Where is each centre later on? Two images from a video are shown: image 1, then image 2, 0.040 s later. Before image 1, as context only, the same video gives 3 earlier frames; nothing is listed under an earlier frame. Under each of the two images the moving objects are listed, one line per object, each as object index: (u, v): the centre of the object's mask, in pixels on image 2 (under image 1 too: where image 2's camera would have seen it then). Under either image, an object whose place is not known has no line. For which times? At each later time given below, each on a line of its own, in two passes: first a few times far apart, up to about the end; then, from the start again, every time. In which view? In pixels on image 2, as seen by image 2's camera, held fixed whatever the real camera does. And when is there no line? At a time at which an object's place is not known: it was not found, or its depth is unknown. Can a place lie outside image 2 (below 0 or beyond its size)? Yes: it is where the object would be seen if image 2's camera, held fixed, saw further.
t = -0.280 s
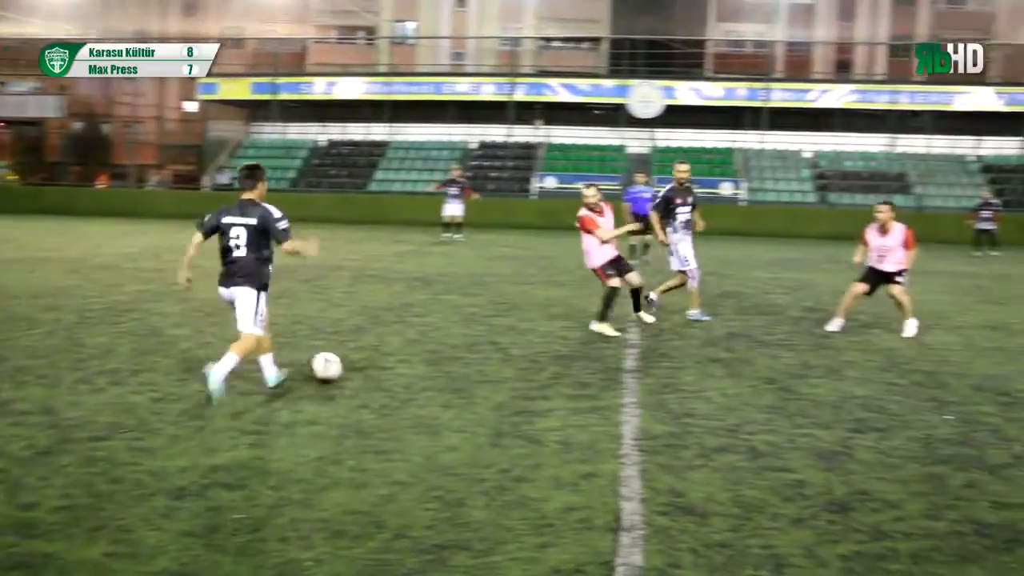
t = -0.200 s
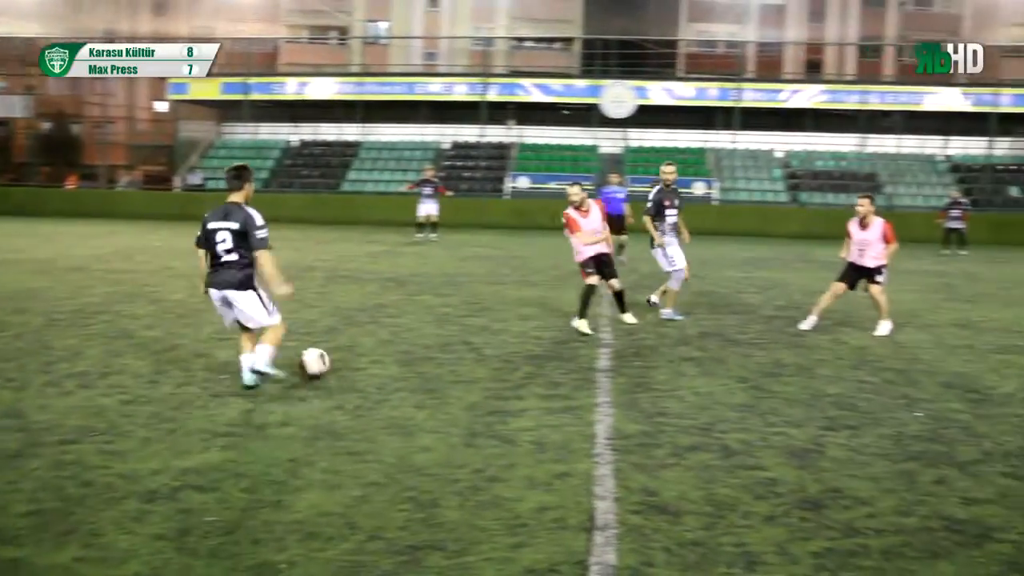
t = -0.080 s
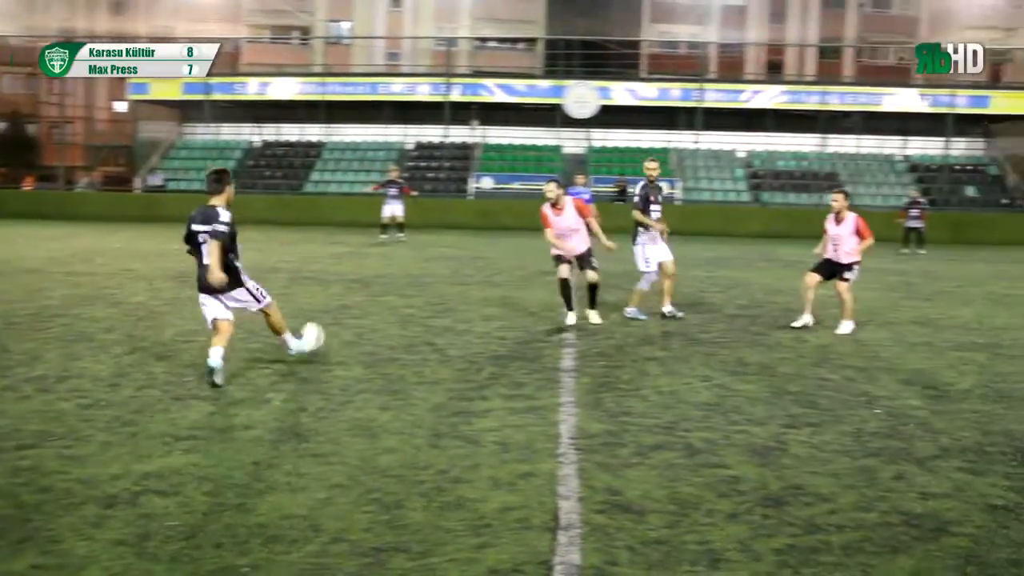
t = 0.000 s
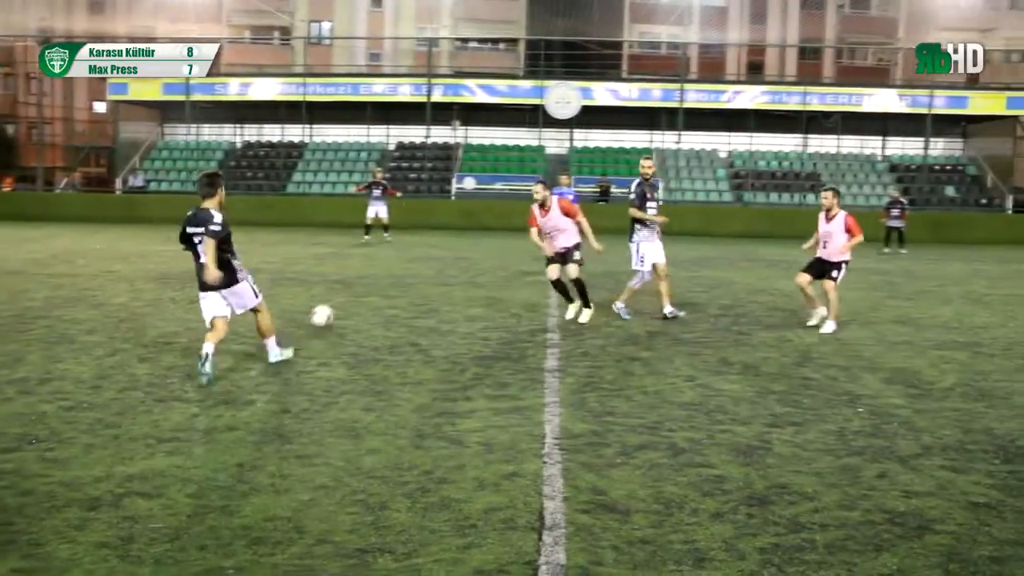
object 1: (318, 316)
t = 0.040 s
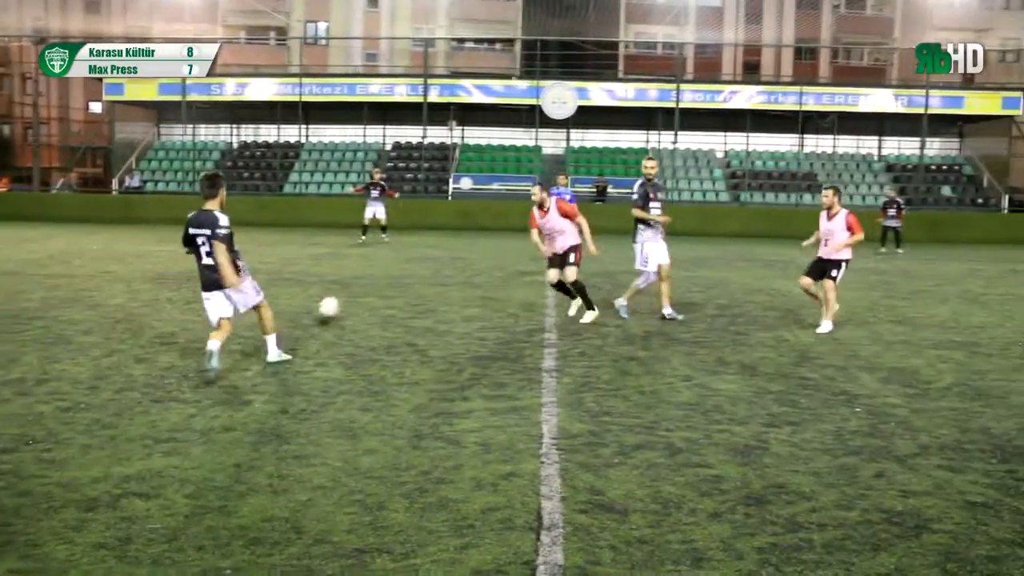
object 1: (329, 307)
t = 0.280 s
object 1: (365, 275)
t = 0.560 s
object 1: (384, 254)
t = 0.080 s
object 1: (337, 298)
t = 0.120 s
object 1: (345, 293)
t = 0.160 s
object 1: (350, 289)
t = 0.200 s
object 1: (356, 283)
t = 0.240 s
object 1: (360, 279)
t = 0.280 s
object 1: (365, 275)
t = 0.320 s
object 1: (369, 270)
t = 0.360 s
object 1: (372, 267)
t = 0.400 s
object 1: (375, 264)
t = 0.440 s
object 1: (378, 264)
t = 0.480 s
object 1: (380, 260)
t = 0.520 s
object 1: (381, 257)
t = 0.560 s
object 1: (384, 254)
